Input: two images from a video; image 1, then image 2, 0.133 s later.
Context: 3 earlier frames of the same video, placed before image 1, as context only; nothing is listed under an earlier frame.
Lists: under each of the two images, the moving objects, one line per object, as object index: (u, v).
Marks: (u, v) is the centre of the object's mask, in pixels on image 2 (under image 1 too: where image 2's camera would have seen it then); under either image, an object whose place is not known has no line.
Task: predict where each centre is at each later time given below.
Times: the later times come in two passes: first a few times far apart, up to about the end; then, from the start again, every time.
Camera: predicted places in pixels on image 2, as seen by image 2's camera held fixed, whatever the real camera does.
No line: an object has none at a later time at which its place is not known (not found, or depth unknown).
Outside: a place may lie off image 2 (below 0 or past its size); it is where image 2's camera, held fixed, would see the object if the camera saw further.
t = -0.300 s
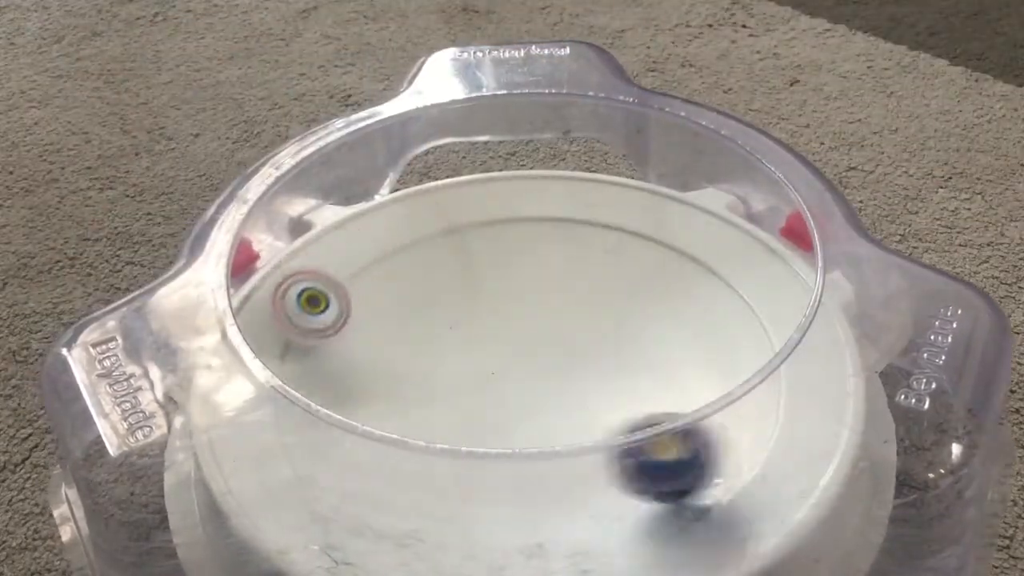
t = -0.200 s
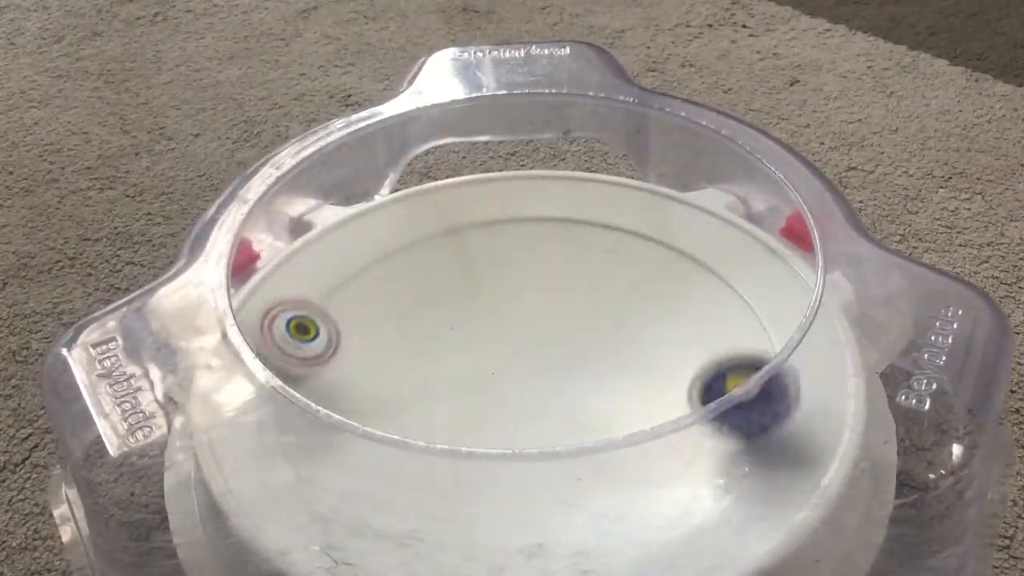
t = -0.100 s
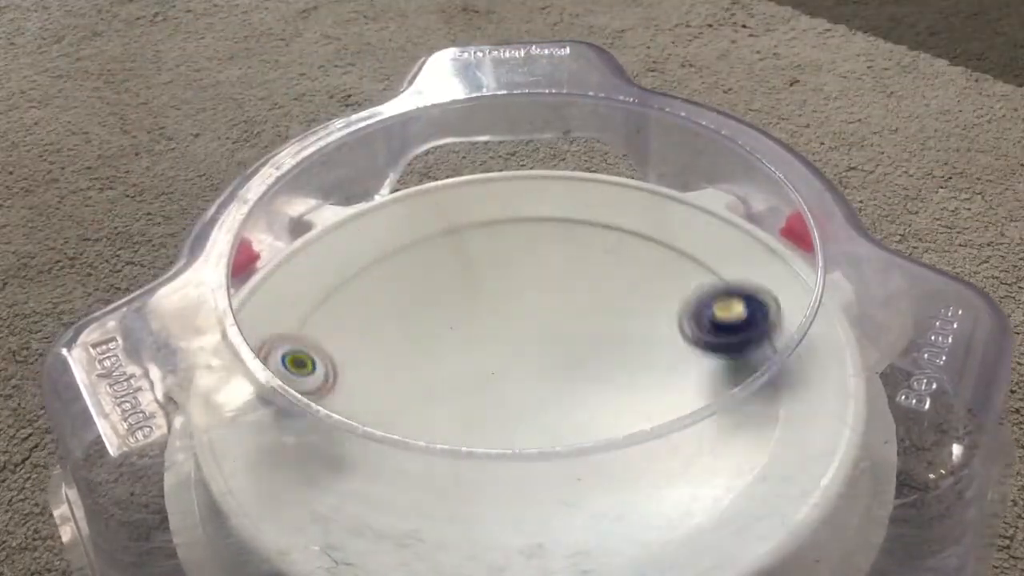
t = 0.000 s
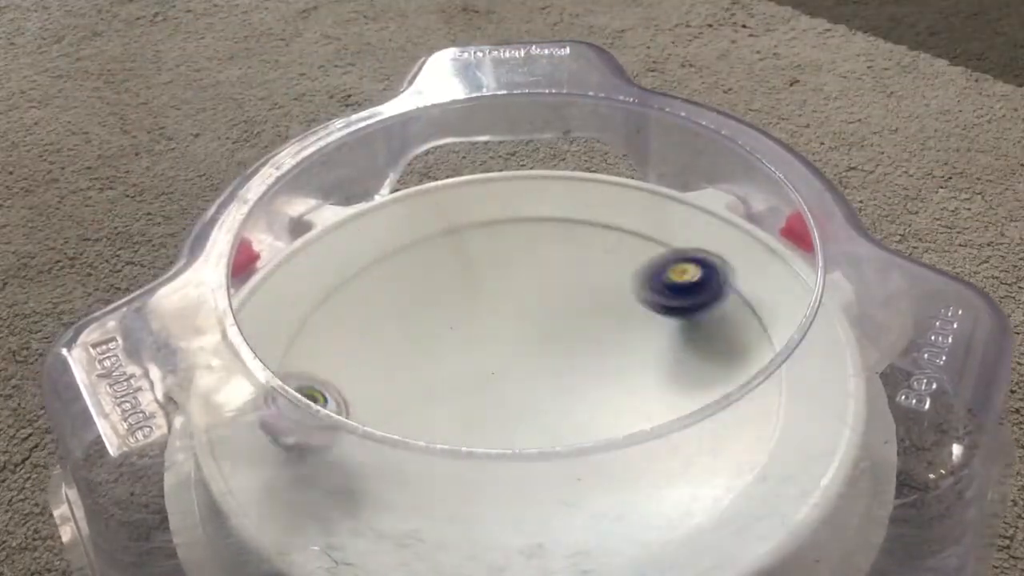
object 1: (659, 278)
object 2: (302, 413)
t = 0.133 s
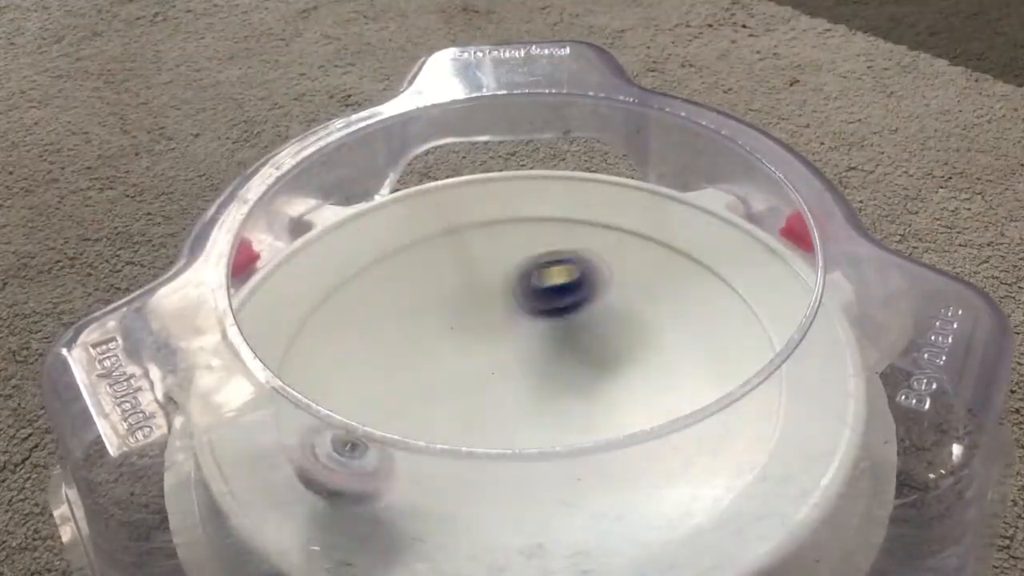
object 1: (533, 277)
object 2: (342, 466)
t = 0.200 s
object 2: (377, 487)
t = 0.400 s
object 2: (529, 519)
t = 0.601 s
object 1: (542, 497)
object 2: (697, 466)
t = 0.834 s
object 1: (565, 416)
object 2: (754, 366)
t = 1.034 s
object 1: (508, 360)
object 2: (724, 280)
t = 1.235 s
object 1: (411, 314)
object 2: (627, 220)
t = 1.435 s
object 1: (345, 319)
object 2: (507, 207)
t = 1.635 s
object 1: (357, 334)
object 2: (393, 240)
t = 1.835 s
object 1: (421, 341)
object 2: (316, 309)
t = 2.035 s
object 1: (472, 321)
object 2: (305, 407)
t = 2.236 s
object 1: (500, 295)
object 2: (402, 491)
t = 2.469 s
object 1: (514, 279)
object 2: (590, 504)
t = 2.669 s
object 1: (520, 282)
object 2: (708, 434)
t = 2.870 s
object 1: (526, 294)
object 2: (727, 338)
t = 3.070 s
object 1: (532, 317)
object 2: (663, 267)
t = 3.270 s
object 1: (545, 345)
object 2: (559, 234)
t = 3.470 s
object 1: (551, 370)
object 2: (448, 244)
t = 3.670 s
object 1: (552, 388)
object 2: (361, 296)
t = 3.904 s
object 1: (539, 405)
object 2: (338, 385)
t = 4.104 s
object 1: (516, 414)
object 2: (415, 466)
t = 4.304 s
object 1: (492, 408)
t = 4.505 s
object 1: (474, 401)
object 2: (672, 423)
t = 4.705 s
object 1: (467, 377)
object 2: (699, 343)
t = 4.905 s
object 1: (467, 344)
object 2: (642, 277)
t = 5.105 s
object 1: (473, 318)
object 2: (549, 248)
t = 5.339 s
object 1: (486, 314)
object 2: (430, 267)
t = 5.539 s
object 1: (508, 305)
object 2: (361, 316)
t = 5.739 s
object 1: (520, 305)
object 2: (361, 386)
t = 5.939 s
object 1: (527, 309)
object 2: (452, 430)
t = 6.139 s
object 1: (531, 321)
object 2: (578, 426)
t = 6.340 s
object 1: (531, 339)
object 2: (658, 381)
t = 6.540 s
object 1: (528, 360)
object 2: (659, 312)
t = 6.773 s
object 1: (521, 383)
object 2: (579, 258)
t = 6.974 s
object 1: (509, 392)
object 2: (490, 258)
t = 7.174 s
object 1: (497, 393)
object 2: (417, 300)
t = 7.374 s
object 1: (488, 385)
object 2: (390, 361)
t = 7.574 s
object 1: (488, 369)
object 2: (445, 415)
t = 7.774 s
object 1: (494, 344)
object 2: (550, 426)
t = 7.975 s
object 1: (502, 321)
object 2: (639, 392)
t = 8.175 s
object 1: (505, 301)
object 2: (660, 331)
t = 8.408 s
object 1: (486, 295)
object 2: (609, 273)
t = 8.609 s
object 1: (473, 304)
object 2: (556, 251)
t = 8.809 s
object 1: (467, 332)
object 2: (495, 260)
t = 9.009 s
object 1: (480, 357)
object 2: (449, 301)
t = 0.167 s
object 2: (357, 476)
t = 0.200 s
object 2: (377, 487)
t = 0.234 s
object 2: (398, 493)
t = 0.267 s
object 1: (377, 350)
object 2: (417, 502)
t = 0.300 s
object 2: (435, 510)
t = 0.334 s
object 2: (453, 514)
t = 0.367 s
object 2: (479, 520)
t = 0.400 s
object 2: (529, 519)
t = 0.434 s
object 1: (427, 499)
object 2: (576, 517)
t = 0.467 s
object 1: (472, 506)
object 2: (610, 507)
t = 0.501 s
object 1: (503, 505)
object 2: (639, 497)
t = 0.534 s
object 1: (515, 504)
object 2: (662, 488)
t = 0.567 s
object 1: (533, 508)
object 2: (678, 479)
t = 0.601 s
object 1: (542, 497)
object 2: (697, 466)
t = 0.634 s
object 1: (555, 493)
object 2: (709, 453)
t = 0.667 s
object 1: (567, 480)
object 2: (724, 441)
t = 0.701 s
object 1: (570, 462)
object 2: (735, 430)
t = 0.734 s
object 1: (580, 460)
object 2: (745, 420)
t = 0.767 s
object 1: (577, 444)
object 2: (747, 402)
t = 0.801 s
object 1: (573, 433)
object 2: (748, 386)
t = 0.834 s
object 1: (565, 416)
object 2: (754, 366)
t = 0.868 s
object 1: (559, 411)
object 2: (747, 350)
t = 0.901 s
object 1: (553, 405)
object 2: (748, 338)
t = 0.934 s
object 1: (541, 395)
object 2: (747, 321)
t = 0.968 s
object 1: (532, 384)
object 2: (739, 309)
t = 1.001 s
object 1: (523, 372)
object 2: (732, 295)
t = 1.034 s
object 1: (508, 360)
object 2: (724, 280)
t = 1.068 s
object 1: (494, 352)
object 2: (710, 269)
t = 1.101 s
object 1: (478, 341)
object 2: (696, 256)
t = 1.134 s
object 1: (460, 331)
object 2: (679, 244)
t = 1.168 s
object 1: (441, 325)
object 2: (661, 238)
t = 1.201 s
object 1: (426, 318)
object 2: (644, 229)
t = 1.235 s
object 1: (411, 314)
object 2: (627, 220)
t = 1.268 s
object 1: (394, 309)
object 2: (607, 220)
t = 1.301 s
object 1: (380, 309)
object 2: (588, 217)
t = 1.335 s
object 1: (367, 313)
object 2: (570, 212)
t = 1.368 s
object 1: (355, 315)
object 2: (548, 209)
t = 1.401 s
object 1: (349, 317)
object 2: (528, 206)
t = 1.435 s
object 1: (345, 319)
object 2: (507, 207)
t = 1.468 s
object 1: (340, 324)
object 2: (488, 210)
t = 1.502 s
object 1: (340, 329)
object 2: (468, 212)
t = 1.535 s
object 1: (340, 329)
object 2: (448, 217)
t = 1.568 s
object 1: (344, 330)
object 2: (430, 225)
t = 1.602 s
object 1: (349, 333)
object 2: (411, 230)
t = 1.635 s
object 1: (357, 334)
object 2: (393, 240)
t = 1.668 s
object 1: (367, 335)
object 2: (378, 248)
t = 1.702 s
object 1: (378, 340)
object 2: (362, 259)
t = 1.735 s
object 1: (390, 338)
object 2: (345, 270)
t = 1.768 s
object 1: (402, 337)
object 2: (334, 283)
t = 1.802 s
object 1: (413, 338)
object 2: (326, 296)
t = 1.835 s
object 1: (421, 341)
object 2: (316, 309)
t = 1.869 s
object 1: (432, 335)
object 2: (308, 325)
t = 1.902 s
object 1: (438, 336)
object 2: (304, 339)
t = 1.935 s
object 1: (448, 332)
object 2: (302, 356)
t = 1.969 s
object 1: (458, 327)
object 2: (304, 367)
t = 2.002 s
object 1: (463, 325)
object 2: (301, 390)
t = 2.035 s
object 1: (472, 321)
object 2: (305, 407)
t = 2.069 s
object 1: (478, 316)
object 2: (313, 425)
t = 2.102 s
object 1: (485, 312)
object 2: (321, 443)
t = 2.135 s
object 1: (490, 308)
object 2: (339, 459)
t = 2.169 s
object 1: (493, 303)
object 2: (359, 470)
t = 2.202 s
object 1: (496, 300)
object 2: (380, 482)
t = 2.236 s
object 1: (500, 295)
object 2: (402, 491)
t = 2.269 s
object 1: (503, 293)
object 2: (429, 502)
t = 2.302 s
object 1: (504, 288)
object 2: (455, 507)
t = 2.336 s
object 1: (507, 285)
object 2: (481, 512)
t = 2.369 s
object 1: (508, 284)
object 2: (510, 513)
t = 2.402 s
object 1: (510, 281)
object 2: (537, 512)
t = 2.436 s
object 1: (512, 280)
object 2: (565, 508)
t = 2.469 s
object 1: (514, 279)
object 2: (590, 504)
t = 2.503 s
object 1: (515, 278)
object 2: (616, 495)
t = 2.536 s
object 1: (516, 279)
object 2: (640, 484)
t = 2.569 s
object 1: (517, 279)
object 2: (659, 474)
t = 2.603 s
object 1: (518, 280)
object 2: (679, 462)
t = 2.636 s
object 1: (519, 281)
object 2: (696, 450)
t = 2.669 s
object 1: (520, 282)
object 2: (708, 434)
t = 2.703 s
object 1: (521, 283)
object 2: (719, 417)
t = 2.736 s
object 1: (523, 284)
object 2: (726, 402)
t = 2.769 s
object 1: (523, 287)
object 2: (730, 383)
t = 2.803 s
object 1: (524, 289)
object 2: (731, 369)
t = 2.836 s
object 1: (525, 292)
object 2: (729, 353)
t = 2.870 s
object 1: (526, 294)
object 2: (727, 338)
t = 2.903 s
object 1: (527, 298)
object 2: (722, 324)
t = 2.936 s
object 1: (527, 301)
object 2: (713, 311)
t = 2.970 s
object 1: (529, 305)
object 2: (707, 297)
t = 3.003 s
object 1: (530, 309)
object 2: (694, 286)
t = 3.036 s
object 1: (530, 313)
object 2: (678, 276)
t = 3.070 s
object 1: (532, 317)
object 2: (663, 267)
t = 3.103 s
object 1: (533, 321)
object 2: (648, 259)
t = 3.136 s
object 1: (536, 325)
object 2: (630, 252)
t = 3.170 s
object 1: (538, 329)
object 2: (613, 245)
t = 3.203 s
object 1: (540, 333)
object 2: (597, 240)
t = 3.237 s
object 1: (544, 338)
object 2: (579, 236)
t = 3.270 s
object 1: (545, 345)
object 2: (559, 234)
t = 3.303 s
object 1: (547, 348)
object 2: (540, 232)
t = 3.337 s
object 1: (548, 355)
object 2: (522, 231)
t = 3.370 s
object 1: (551, 360)
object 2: (503, 232)
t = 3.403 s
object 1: (553, 363)
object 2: (485, 235)
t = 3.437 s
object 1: (554, 364)
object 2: (468, 239)
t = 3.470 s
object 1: (551, 370)
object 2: (448, 244)
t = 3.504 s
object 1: (557, 375)
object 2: (432, 250)
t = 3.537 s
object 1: (553, 375)
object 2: (416, 258)
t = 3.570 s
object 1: (556, 380)
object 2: (401, 265)
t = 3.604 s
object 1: (553, 378)
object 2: (386, 275)
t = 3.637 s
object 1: (554, 384)
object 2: (372, 285)
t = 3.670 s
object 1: (552, 388)
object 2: (361, 296)
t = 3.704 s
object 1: (552, 392)
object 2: (351, 307)
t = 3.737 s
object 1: (552, 393)
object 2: (344, 319)
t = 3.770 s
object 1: (550, 396)
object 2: (336, 332)
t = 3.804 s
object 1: (542, 392)
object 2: (331, 345)
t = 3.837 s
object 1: (544, 402)
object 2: (329, 359)
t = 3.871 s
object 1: (541, 408)
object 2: (329, 372)
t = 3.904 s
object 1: (539, 405)
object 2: (338, 385)
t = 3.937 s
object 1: (535, 408)
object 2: (345, 395)
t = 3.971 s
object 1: (534, 413)
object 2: (351, 412)
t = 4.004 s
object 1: (528, 411)
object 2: (364, 428)
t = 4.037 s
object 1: (526, 415)
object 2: (379, 444)
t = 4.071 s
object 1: (523, 415)
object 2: (396, 455)
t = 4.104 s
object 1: (516, 414)
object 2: (415, 466)
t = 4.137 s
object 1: (512, 415)
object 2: (438, 474)
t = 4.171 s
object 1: (508, 414)
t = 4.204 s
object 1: (502, 411)
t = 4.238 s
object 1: (502, 416)
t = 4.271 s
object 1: (496, 411)
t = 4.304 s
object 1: (492, 408)
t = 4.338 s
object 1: (487, 410)
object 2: (578, 476)
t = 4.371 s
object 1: (483, 406)
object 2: (600, 471)
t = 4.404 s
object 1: (483, 405)
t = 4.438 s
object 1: (480, 402)
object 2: (643, 448)
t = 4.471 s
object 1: (477, 401)
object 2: (658, 437)
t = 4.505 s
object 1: (474, 401)
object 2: (672, 423)
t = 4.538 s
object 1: (468, 392)
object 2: (682, 409)
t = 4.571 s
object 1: (466, 389)
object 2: (690, 396)
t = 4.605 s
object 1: (466, 388)
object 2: (696, 379)
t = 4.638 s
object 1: (466, 381)
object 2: (700, 370)
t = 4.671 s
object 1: (467, 379)
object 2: (702, 356)
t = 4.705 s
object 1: (467, 377)
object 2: (699, 343)
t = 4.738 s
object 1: (466, 370)
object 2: (695, 328)
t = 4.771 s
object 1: (465, 366)
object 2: (688, 318)
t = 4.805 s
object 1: (466, 360)
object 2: (682, 307)
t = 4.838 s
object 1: (465, 353)
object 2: (670, 295)
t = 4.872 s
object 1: (466, 349)
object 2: (657, 286)
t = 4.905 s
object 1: (467, 344)
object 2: (642, 277)
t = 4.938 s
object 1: (467, 341)
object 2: (628, 270)
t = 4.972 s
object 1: (469, 333)
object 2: (613, 264)
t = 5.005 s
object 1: (467, 331)
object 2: (597, 258)
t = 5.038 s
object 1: (471, 325)
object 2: (580, 254)
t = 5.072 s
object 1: (471, 322)
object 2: (564, 250)
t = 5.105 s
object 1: (473, 318)
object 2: (549, 248)
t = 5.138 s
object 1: (472, 314)
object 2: (532, 248)
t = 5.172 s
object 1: (474, 311)
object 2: (514, 247)
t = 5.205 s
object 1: (474, 309)
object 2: (498, 248)
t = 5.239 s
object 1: (475, 309)
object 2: (481, 251)
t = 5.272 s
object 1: (478, 309)
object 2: (465, 255)
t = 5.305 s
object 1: (483, 313)
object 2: (446, 262)
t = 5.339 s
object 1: (486, 314)
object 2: (430, 267)
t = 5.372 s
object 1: (490, 313)
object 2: (417, 272)
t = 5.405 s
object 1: (494, 312)
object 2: (403, 280)
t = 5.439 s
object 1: (497, 311)
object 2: (391, 288)
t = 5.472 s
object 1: (501, 310)
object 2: (379, 297)
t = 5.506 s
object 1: (504, 308)
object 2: (369, 306)
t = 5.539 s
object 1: (508, 305)
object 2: (361, 316)
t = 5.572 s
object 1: (509, 307)
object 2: (355, 325)
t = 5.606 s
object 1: (514, 303)
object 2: (350, 337)
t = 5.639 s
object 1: (516, 305)
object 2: (350, 350)
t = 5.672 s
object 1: (517, 305)
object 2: (351, 362)
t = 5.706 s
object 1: (519, 305)
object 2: (355, 374)
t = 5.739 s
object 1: (520, 305)
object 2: (361, 386)
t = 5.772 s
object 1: (523, 304)
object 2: (372, 396)
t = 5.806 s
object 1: (525, 301)
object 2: (384, 405)
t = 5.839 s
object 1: (526, 305)
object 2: (399, 413)
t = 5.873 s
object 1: (526, 305)
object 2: (416, 420)
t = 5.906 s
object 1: (526, 308)
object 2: (432, 426)
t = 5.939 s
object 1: (527, 309)
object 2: (452, 430)
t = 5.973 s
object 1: (528, 310)
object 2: (476, 433)
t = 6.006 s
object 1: (529, 313)
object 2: (496, 435)
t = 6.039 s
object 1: (530, 314)
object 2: (518, 434)
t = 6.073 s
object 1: (531, 316)
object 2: (538, 434)
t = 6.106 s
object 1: (531, 319)
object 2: (557, 431)
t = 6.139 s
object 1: (531, 321)
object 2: (578, 426)
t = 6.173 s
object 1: (532, 323)
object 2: (591, 422)
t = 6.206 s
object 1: (531, 326)
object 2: (606, 416)
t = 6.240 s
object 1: (532, 329)
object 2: (620, 409)
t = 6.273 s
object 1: (531, 332)
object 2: (634, 402)
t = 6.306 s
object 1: (531, 335)
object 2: (646, 392)
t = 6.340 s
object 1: (531, 339)
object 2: (658, 381)
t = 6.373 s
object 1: (529, 341)
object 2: (664, 368)
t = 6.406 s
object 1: (531, 346)
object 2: (666, 357)
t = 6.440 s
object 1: (530, 350)
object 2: (669, 344)
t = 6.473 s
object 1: (529, 354)
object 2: (668, 332)
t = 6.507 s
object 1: (529, 358)
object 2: (664, 320)
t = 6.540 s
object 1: (528, 360)
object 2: (659, 312)
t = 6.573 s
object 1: (527, 364)
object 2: (652, 300)
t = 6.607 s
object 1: (527, 369)
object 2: (641, 291)
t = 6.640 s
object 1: (527, 372)
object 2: (629, 282)
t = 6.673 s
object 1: (520, 371)
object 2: (618, 274)
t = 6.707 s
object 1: (526, 379)
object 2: (604, 268)
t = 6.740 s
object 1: (523, 382)
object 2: (592, 264)
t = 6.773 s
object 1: (521, 383)
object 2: (579, 258)
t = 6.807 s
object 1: (519, 385)
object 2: (564, 256)
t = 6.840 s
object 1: (517, 385)
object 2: (550, 254)
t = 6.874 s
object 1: (516, 387)
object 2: (534, 253)
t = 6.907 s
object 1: (515, 390)
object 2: (520, 255)
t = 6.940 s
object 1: (512, 392)
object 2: (505, 255)
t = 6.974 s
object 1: (509, 392)
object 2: (490, 258)
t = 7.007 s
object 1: (509, 393)
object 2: (476, 263)
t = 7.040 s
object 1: (506, 391)
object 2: (462, 267)
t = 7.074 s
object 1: (504, 393)
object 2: (449, 275)
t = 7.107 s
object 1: (501, 395)
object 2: (437, 283)
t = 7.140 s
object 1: (499, 395)
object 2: (426, 291)
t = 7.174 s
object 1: (497, 393)
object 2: (417, 300)
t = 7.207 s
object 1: (495, 391)
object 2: (408, 309)
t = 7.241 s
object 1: (495, 389)
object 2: (400, 318)
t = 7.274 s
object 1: (493, 389)
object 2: (395, 328)
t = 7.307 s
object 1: (492, 389)
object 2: (390, 339)
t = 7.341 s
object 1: (490, 389)
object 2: (388, 350)
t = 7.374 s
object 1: (488, 385)
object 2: (390, 361)
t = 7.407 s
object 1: (487, 383)
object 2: (392, 373)
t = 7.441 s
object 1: (487, 381)
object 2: (397, 383)
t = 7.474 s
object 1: (486, 379)
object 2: (406, 393)
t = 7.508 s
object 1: (488, 374)
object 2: (416, 403)
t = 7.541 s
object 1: (488, 374)
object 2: (430, 411)
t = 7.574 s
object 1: (488, 369)
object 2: (445, 415)
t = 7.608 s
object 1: (489, 367)
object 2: (463, 421)
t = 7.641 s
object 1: (490, 366)
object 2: (481, 423)
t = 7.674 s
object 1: (488, 360)
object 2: (501, 427)
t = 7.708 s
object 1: (491, 356)
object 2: (517, 428)
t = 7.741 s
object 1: (491, 351)
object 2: (533, 427)
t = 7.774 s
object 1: (494, 344)
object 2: (550, 426)
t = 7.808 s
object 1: (495, 340)
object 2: (565, 423)
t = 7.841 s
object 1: (495, 340)
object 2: (583, 418)
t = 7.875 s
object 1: (499, 331)
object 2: (597, 415)
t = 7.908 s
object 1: (500, 327)
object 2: (613, 409)
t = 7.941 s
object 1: (503, 326)
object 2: (628, 402)
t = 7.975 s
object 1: (502, 321)
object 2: (639, 392)
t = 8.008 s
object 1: (503, 318)
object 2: (650, 383)
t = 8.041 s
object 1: (504, 313)
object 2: (655, 374)
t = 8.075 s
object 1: (504, 311)
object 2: (661, 363)
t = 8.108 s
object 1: (504, 309)
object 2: (663, 351)
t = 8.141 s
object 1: (504, 305)
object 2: (663, 341)
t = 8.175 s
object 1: (505, 301)
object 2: (660, 331)
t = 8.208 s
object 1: (505, 300)
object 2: (655, 321)
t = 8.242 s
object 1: (505, 297)
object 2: (649, 313)
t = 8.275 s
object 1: (504, 297)
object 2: (639, 305)
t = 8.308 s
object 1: (504, 294)
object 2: (630, 296)
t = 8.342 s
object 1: (502, 293)
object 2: (621, 289)
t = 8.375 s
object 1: (491, 294)
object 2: (615, 281)
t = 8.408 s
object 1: (486, 295)
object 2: (609, 273)
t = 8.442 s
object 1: (482, 297)
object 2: (601, 266)
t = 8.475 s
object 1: (479, 299)
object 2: (594, 260)
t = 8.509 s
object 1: (477, 299)
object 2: (585, 256)
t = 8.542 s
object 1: (475, 301)
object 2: (576, 253)
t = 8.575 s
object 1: (473, 303)
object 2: (566, 251)
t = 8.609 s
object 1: (473, 304)
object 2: (556, 251)
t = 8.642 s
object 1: (470, 307)
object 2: (545, 251)
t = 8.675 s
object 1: (468, 313)
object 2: (535, 251)
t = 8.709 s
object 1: (466, 318)
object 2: (525, 251)
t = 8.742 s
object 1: (466, 324)
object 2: (514, 254)
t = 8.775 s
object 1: (465, 328)
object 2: (505, 256)
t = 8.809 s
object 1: (467, 332)
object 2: (495, 260)
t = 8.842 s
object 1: (467, 337)
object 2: (486, 266)
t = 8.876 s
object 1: (468, 341)
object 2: (478, 272)
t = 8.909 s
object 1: (469, 345)
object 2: (469, 279)
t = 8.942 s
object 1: (472, 348)
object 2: (463, 286)
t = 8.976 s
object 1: (475, 353)
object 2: (456, 294)
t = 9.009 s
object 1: (480, 357)
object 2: (449, 301)
